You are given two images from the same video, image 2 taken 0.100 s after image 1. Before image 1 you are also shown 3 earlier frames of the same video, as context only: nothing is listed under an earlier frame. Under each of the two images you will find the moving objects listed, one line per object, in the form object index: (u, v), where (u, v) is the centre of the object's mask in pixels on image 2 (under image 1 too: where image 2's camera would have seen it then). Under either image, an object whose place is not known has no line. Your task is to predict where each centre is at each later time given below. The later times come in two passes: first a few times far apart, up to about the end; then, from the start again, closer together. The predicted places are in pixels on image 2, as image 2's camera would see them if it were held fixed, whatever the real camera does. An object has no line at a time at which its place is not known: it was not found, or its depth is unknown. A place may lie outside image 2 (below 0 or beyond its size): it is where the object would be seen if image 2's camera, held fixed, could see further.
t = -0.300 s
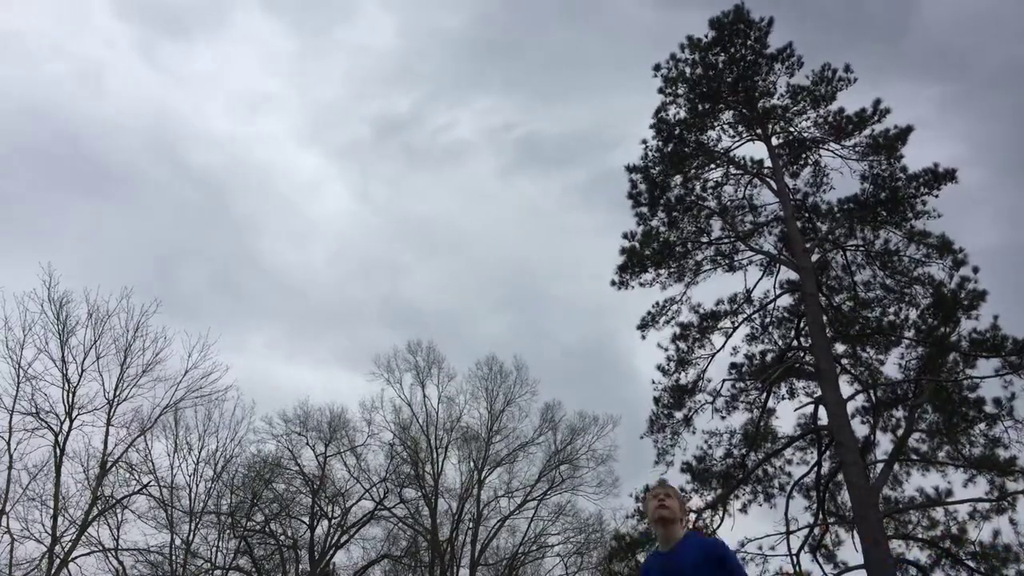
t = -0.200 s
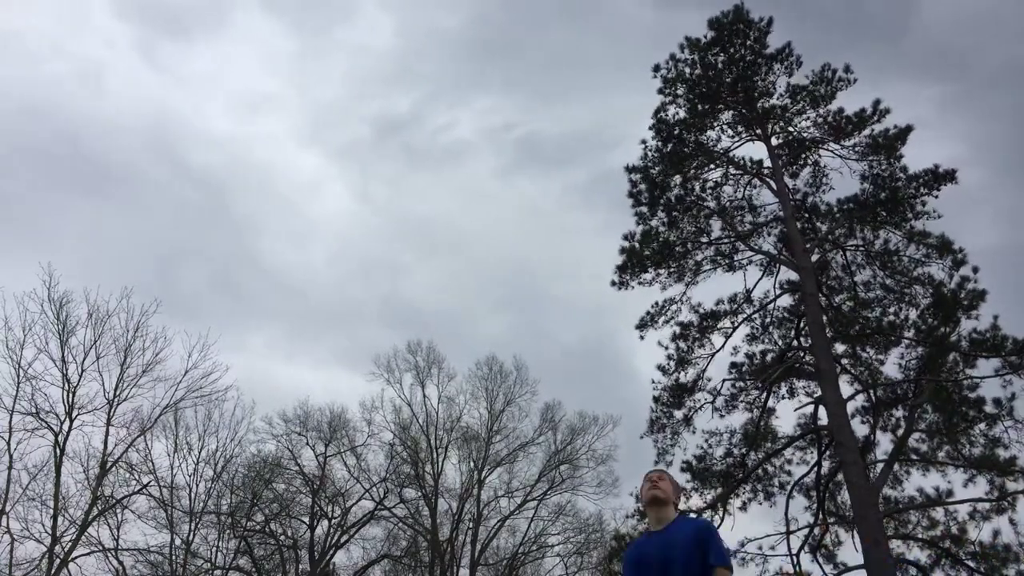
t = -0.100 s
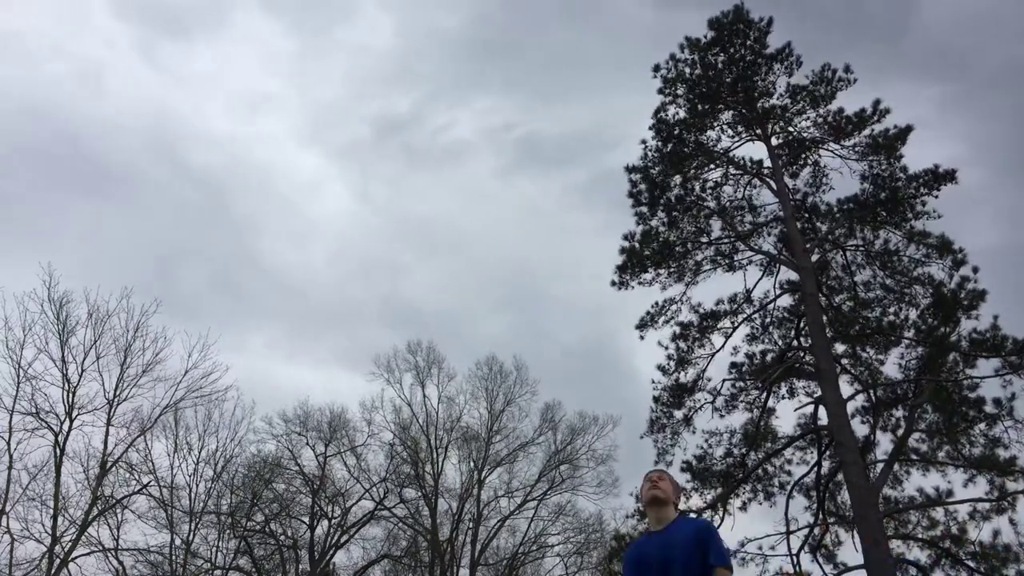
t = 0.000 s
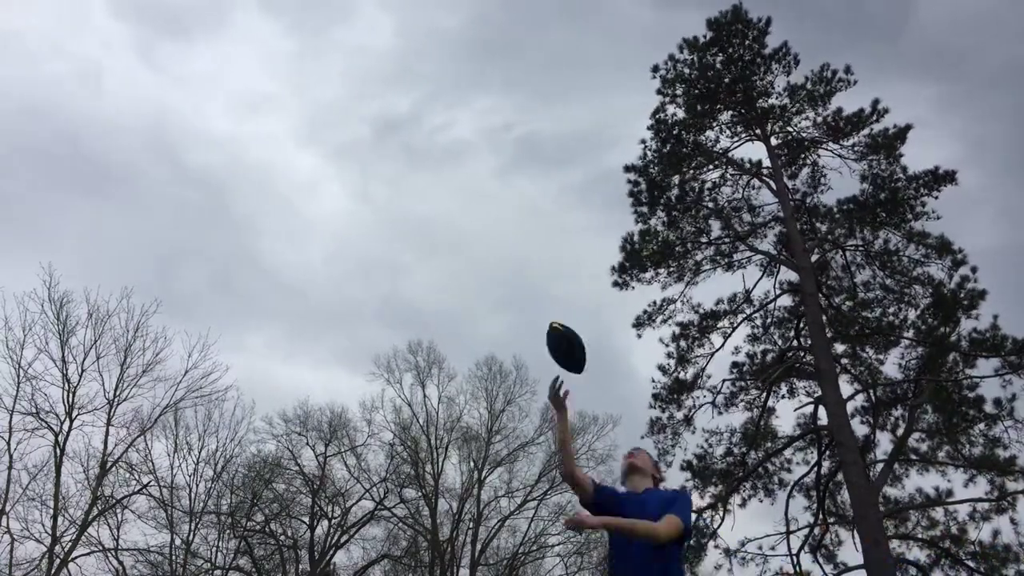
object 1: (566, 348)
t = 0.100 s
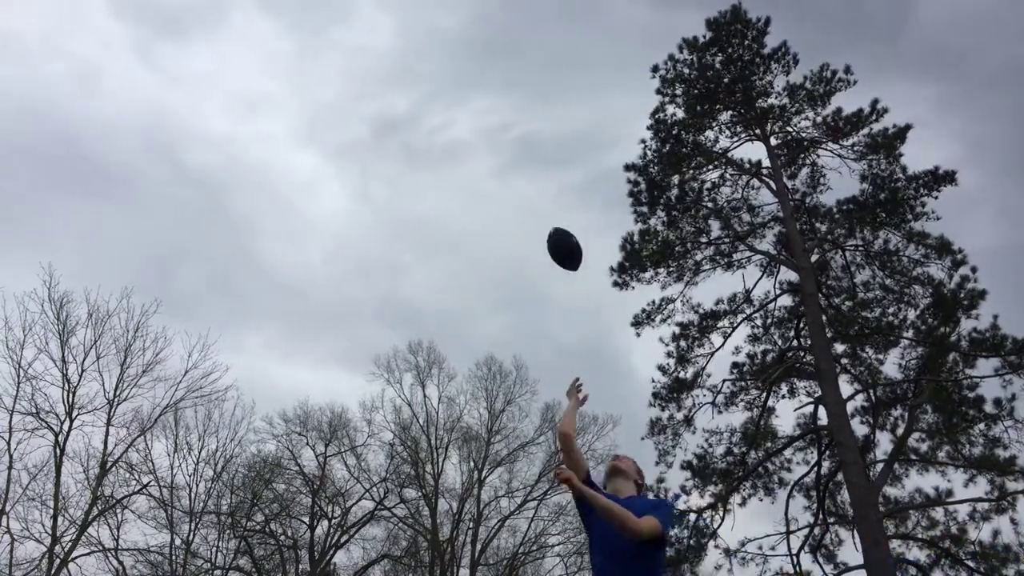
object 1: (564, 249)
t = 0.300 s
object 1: (566, 127)
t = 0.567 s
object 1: (570, 68)
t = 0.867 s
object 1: (582, 105)
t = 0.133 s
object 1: (564, 223)
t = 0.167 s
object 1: (564, 199)
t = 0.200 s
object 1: (564, 178)
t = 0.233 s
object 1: (565, 159)
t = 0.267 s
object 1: (565, 142)
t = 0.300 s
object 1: (566, 127)
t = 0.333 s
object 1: (566, 115)
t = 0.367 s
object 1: (566, 103)
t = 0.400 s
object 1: (566, 94)
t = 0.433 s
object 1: (566, 86)
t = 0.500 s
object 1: (568, 74)
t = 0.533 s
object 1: (569, 71)
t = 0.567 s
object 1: (570, 68)
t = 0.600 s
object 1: (571, 67)
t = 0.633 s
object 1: (572, 67)
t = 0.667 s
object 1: (573, 69)
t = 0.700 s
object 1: (574, 71)
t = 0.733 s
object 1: (575, 76)
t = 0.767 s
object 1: (577, 81)
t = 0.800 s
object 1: (578, 88)
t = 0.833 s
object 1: (580, 96)
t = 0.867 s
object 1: (582, 105)
